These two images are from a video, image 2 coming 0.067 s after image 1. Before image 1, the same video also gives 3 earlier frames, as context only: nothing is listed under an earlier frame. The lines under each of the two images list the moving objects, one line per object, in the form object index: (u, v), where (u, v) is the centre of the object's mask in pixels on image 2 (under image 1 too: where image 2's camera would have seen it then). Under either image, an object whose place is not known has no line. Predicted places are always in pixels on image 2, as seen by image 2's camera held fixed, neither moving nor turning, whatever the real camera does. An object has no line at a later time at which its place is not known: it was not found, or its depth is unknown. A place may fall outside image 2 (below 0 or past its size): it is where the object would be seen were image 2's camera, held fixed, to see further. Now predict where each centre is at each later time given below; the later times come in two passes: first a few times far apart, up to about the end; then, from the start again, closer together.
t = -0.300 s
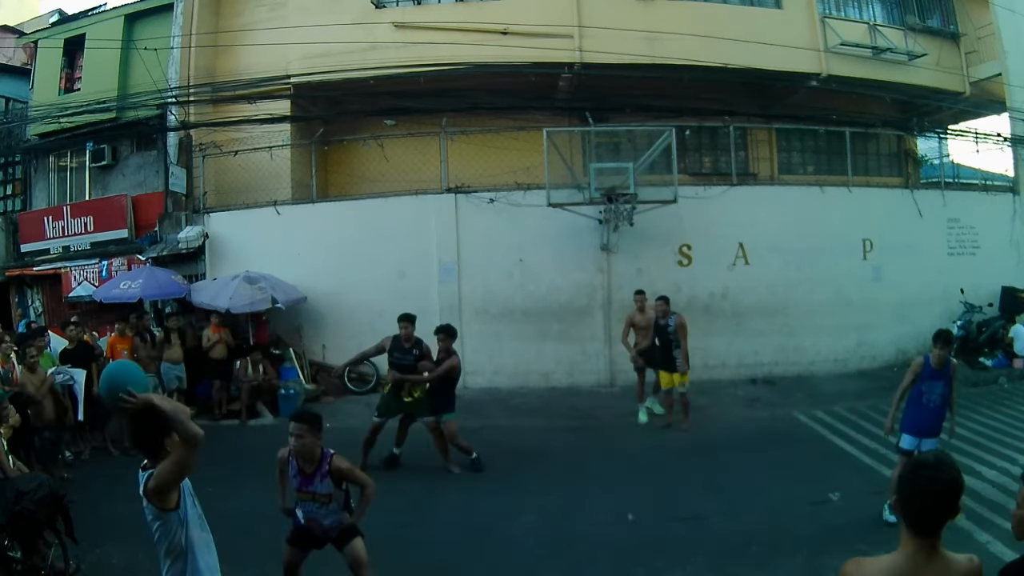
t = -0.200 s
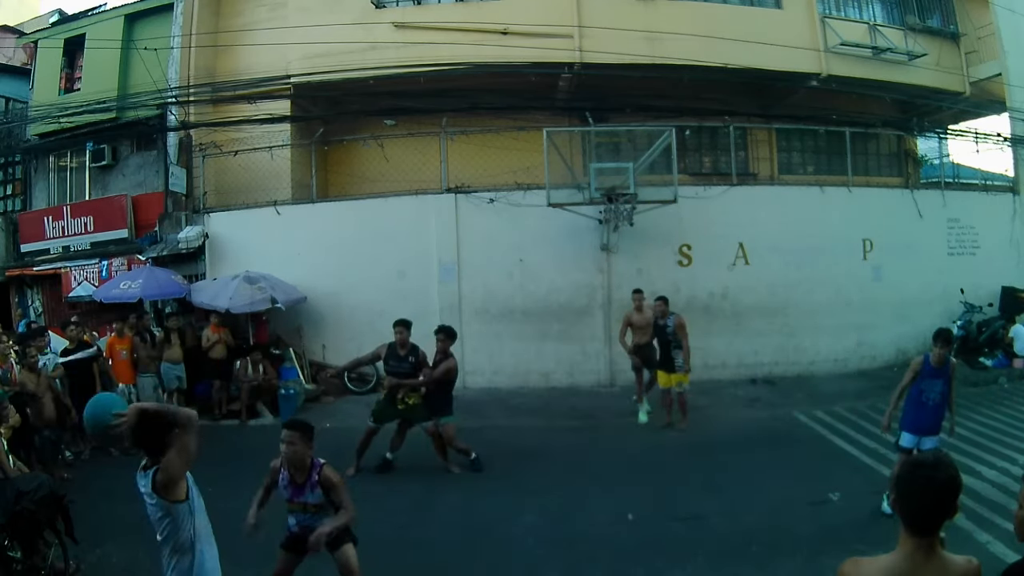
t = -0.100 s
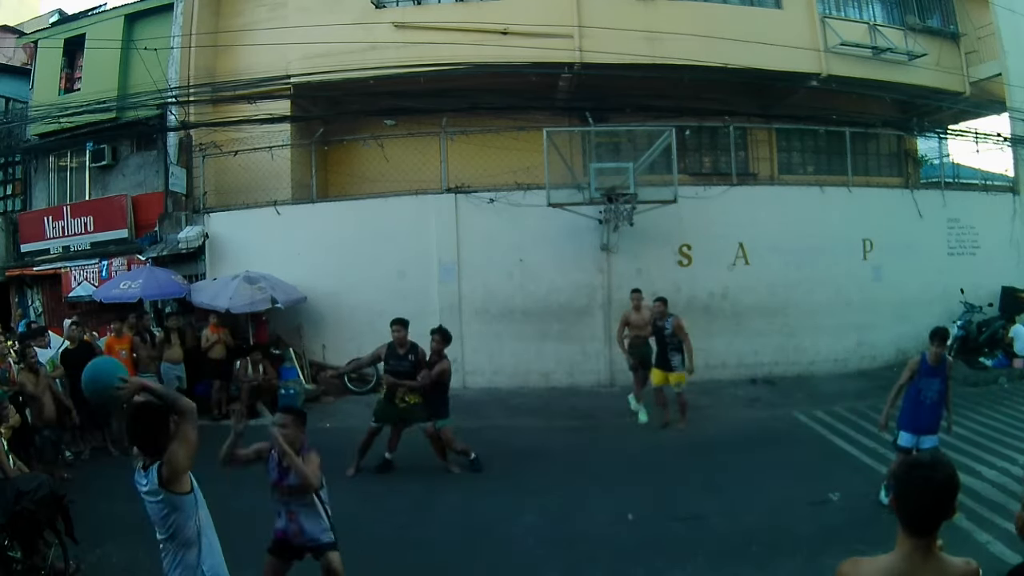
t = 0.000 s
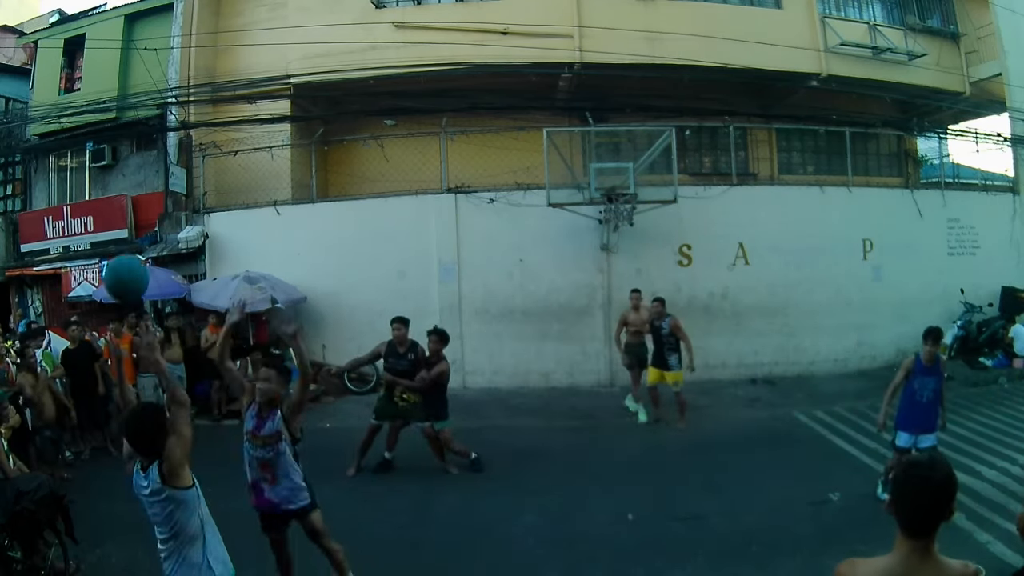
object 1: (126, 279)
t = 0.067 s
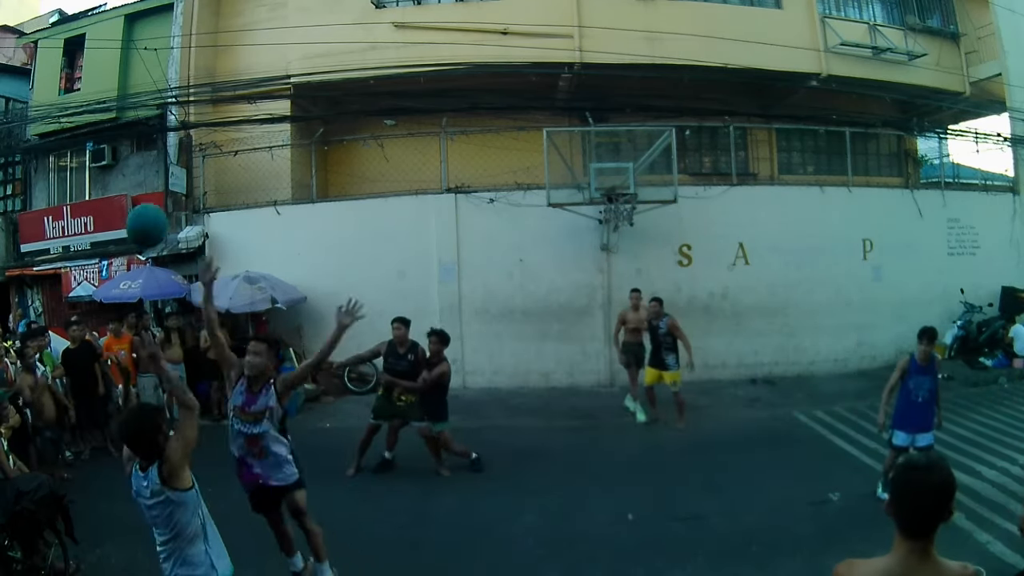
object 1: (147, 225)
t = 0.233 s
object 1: (192, 153)
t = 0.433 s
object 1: (232, 139)
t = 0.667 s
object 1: (265, 181)
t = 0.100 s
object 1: (157, 204)
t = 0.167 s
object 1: (175, 174)
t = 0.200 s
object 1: (184, 161)
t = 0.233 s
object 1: (192, 153)
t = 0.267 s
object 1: (199, 147)
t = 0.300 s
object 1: (206, 141)
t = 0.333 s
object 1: (213, 139)
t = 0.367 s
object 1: (220, 137)
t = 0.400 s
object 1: (226, 138)
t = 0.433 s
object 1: (232, 139)
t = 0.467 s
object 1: (237, 142)
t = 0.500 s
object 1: (242, 146)
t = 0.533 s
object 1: (247, 151)
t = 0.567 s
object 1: (252, 157)
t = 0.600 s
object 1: (256, 164)
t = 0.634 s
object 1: (260, 172)
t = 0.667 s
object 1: (265, 181)
